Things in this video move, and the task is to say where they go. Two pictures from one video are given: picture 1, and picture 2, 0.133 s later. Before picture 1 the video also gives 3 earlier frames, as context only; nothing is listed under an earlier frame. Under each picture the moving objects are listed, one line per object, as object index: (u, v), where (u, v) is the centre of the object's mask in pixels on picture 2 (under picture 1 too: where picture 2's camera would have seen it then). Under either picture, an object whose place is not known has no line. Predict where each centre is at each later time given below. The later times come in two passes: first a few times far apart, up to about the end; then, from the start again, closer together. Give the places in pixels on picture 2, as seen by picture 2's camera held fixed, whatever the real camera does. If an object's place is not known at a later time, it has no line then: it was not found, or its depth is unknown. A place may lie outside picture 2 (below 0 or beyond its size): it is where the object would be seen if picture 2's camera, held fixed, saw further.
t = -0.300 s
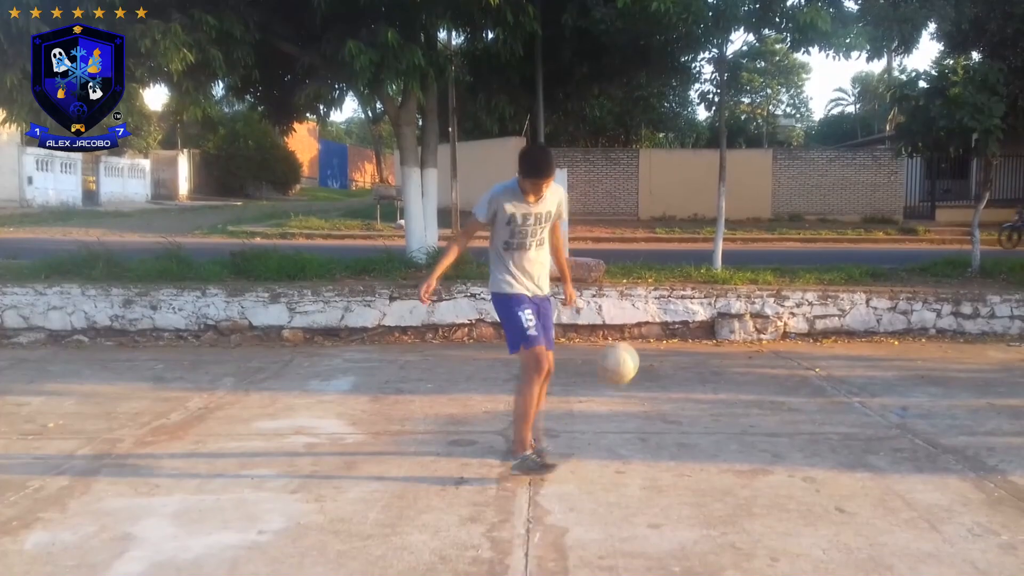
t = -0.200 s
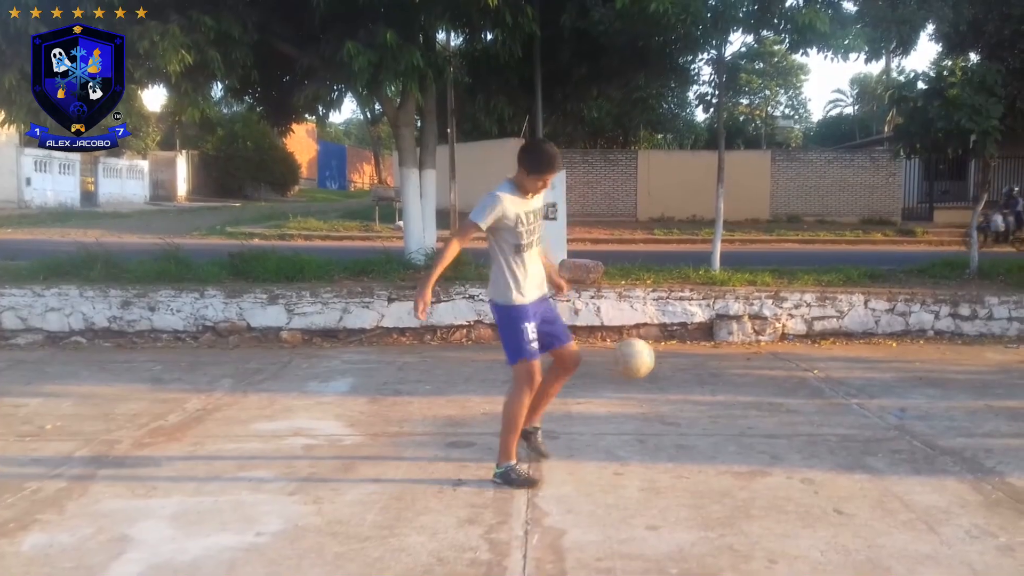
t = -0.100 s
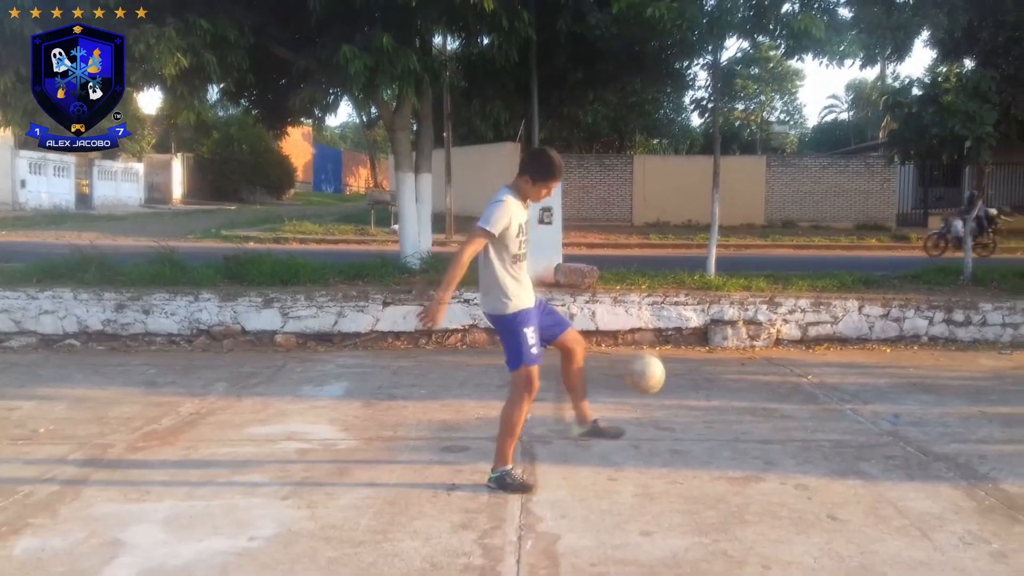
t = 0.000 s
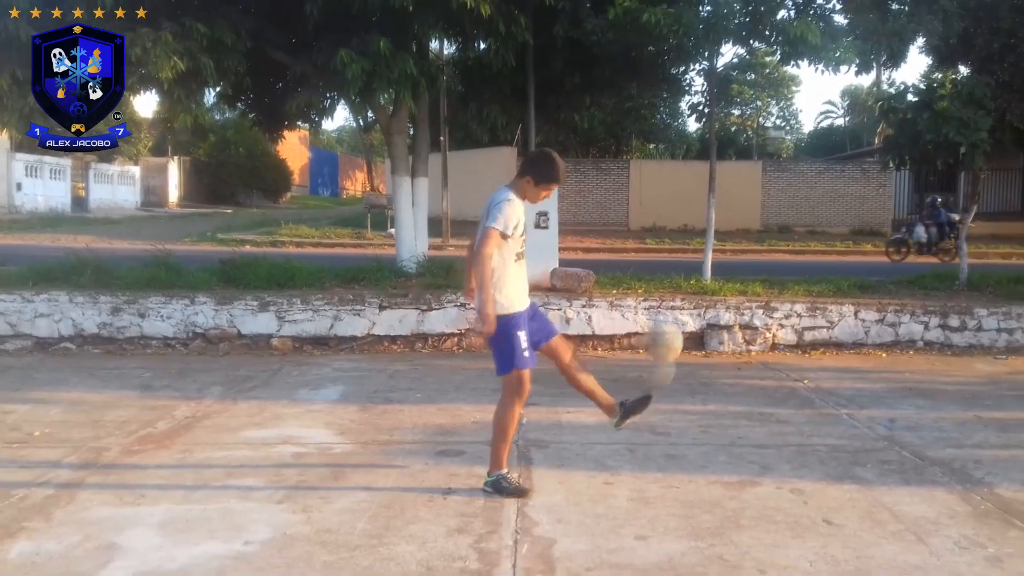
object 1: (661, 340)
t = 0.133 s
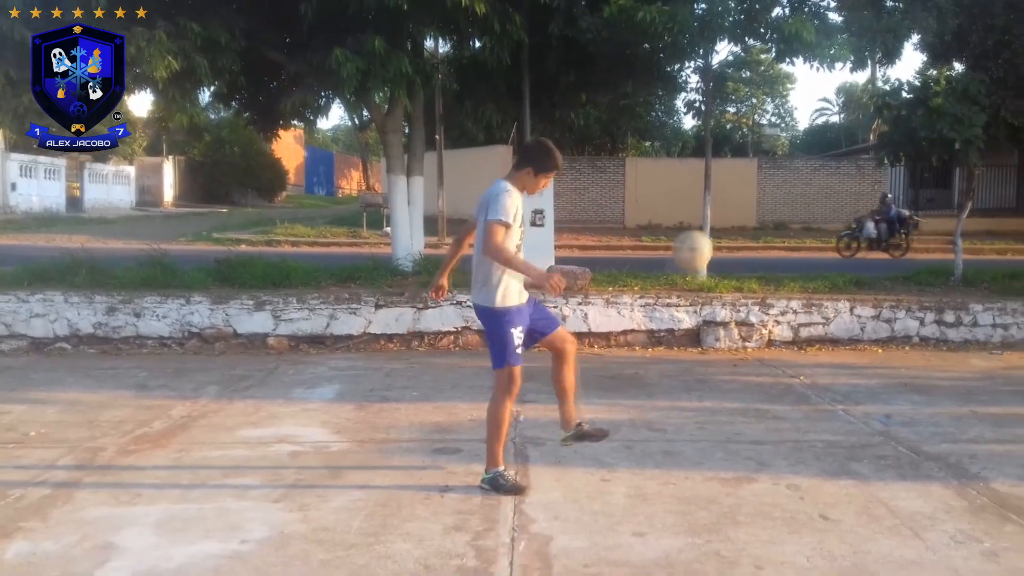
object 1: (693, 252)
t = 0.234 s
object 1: (719, 201)
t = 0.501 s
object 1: (783, 154)
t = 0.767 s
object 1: (847, 238)
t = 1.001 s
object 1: (905, 426)
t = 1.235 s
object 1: (917, 342)
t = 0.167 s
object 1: (701, 233)
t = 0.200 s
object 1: (710, 215)
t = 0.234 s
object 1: (719, 201)
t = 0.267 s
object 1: (726, 188)
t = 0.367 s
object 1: (750, 162)
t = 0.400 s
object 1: (758, 157)
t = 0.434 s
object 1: (766, 154)
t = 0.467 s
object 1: (774, 153)
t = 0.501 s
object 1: (783, 154)
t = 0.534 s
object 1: (791, 157)
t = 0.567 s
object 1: (800, 162)
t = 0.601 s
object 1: (808, 169)
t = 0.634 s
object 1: (816, 178)
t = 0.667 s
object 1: (823, 190)
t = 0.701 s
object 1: (830, 204)
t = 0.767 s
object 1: (847, 238)
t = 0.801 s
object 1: (855, 259)
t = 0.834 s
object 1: (863, 280)
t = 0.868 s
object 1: (871, 305)
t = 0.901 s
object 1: (879, 332)
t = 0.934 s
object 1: (888, 361)
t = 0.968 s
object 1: (897, 393)
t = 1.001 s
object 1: (905, 426)
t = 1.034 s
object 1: (913, 461)
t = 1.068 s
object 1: (915, 452)
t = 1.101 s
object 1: (915, 427)
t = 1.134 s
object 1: (917, 403)
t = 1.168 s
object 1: (918, 382)
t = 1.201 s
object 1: (917, 361)
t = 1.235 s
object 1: (917, 342)
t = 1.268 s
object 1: (918, 328)
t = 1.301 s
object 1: (919, 314)
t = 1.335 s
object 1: (921, 302)
